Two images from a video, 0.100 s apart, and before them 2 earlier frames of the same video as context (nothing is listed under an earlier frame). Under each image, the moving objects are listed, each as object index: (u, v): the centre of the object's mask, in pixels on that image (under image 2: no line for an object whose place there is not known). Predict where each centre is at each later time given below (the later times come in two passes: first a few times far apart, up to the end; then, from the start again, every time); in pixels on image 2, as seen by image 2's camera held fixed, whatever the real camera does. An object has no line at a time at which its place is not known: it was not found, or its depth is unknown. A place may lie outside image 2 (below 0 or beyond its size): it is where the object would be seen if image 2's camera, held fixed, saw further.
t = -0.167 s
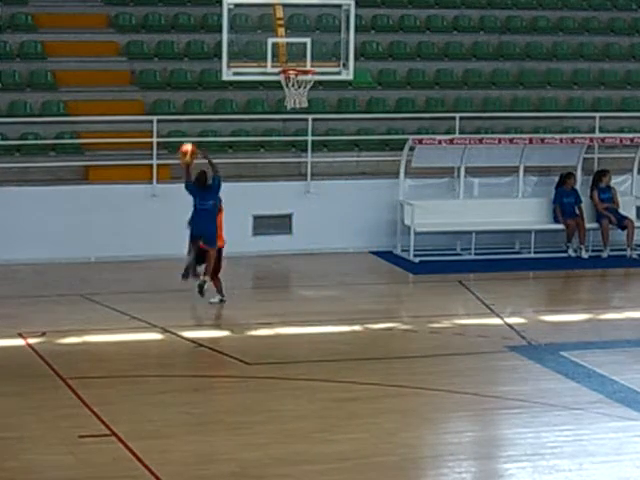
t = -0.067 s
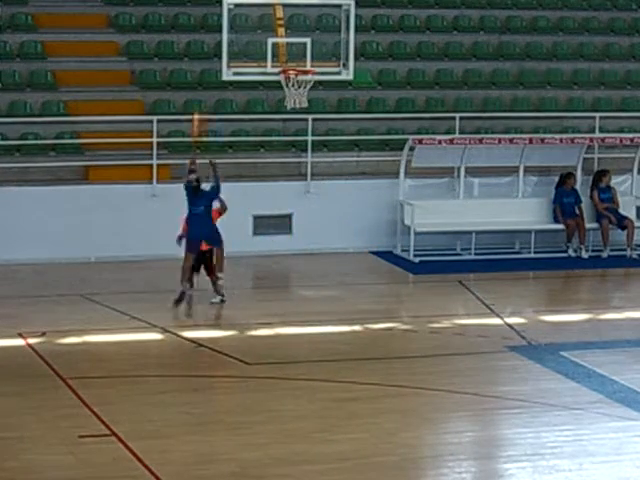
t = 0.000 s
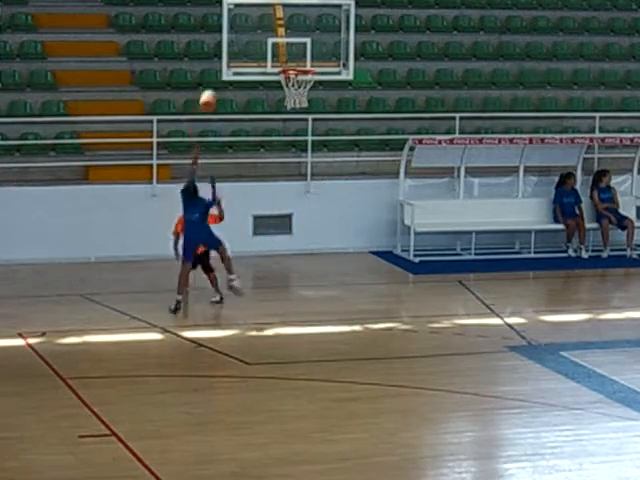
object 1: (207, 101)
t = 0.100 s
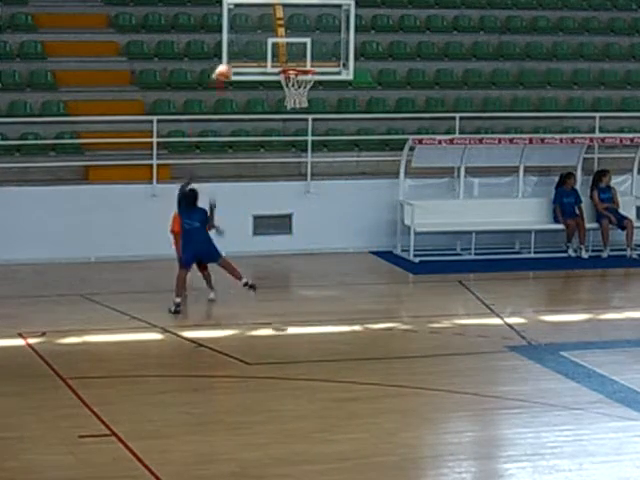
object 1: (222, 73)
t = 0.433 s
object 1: (265, 48)
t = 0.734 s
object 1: (299, 58)
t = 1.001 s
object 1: (318, 64)
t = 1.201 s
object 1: (326, 91)
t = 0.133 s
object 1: (227, 67)
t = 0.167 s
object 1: (231, 61)
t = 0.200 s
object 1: (235, 57)
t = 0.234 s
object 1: (241, 53)
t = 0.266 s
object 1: (246, 48)
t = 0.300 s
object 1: (249, 46)
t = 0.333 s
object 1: (255, 45)
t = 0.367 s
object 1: (256, 45)
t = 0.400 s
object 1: (263, 46)
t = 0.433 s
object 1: (265, 48)
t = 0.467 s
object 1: (272, 51)
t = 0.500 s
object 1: (276, 54)
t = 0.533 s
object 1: (280, 57)
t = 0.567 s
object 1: (283, 58)
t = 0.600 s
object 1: (287, 58)
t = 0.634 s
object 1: (290, 58)
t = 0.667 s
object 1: (293, 56)
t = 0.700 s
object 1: (296, 57)
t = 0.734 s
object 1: (299, 58)
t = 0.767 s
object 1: (303, 59)
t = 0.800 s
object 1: (307, 63)
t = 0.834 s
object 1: (308, 61)
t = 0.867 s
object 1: (310, 59)
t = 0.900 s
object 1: (312, 60)
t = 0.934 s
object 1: (313, 60)
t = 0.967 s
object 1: (314, 62)
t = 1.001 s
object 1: (318, 64)
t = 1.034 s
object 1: (319, 68)
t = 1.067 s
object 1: (321, 71)
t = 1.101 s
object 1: (324, 73)
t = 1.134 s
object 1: (324, 81)
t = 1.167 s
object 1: (327, 87)
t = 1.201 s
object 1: (326, 91)
